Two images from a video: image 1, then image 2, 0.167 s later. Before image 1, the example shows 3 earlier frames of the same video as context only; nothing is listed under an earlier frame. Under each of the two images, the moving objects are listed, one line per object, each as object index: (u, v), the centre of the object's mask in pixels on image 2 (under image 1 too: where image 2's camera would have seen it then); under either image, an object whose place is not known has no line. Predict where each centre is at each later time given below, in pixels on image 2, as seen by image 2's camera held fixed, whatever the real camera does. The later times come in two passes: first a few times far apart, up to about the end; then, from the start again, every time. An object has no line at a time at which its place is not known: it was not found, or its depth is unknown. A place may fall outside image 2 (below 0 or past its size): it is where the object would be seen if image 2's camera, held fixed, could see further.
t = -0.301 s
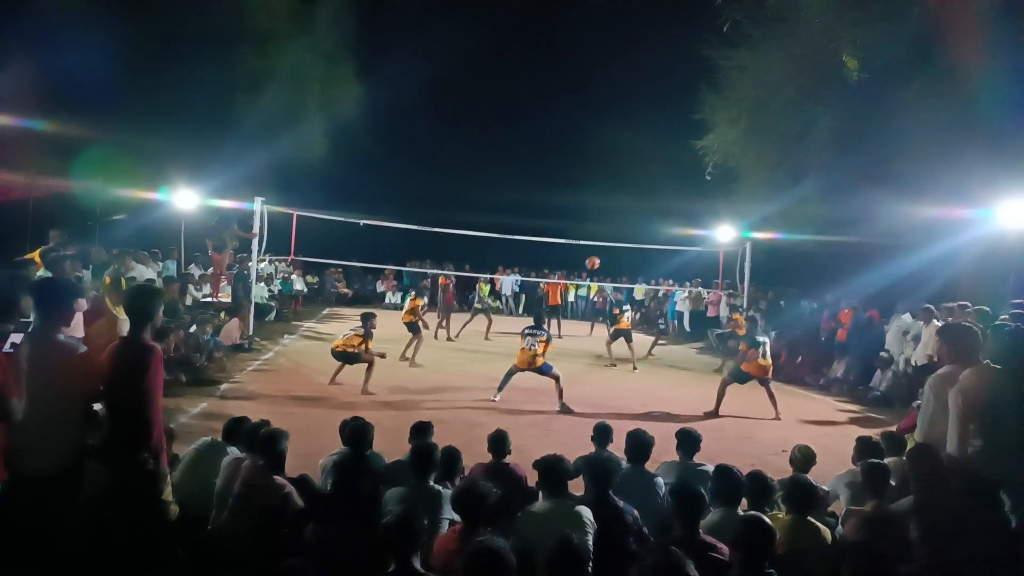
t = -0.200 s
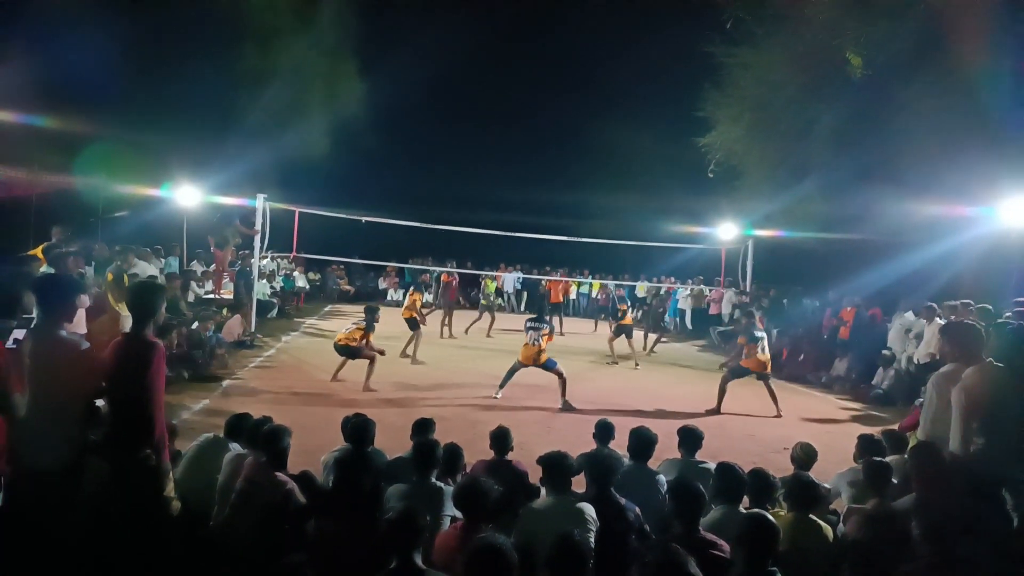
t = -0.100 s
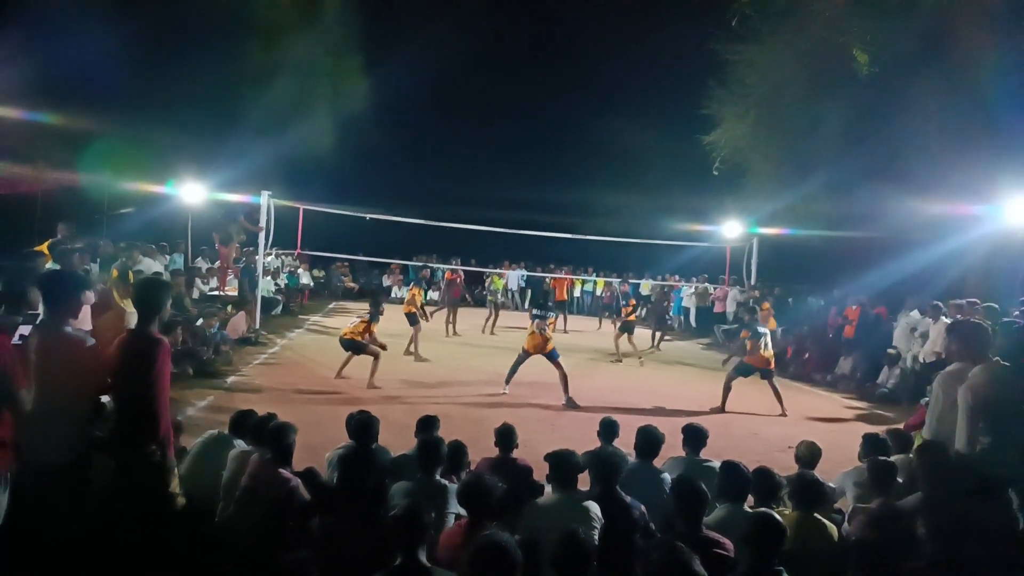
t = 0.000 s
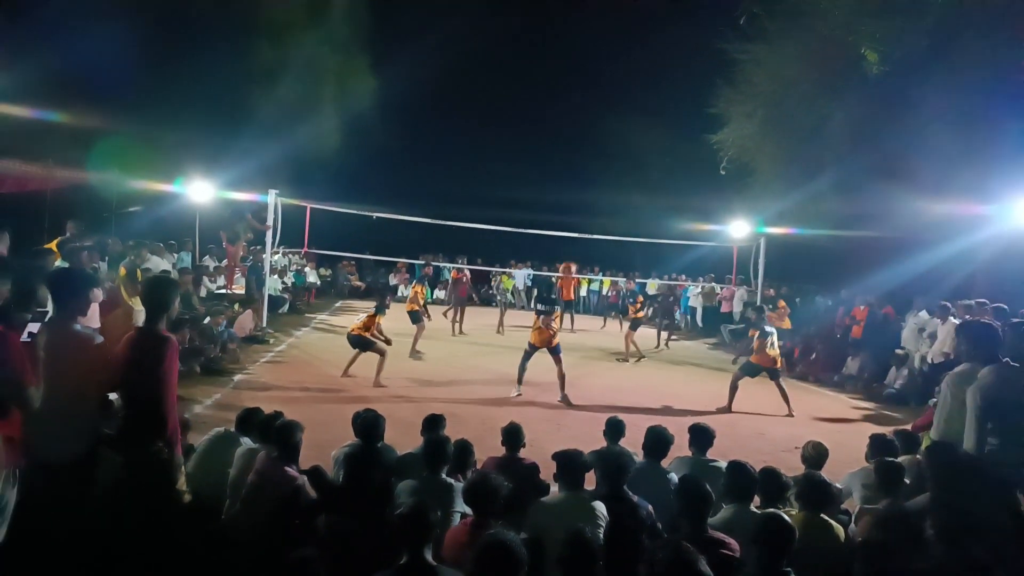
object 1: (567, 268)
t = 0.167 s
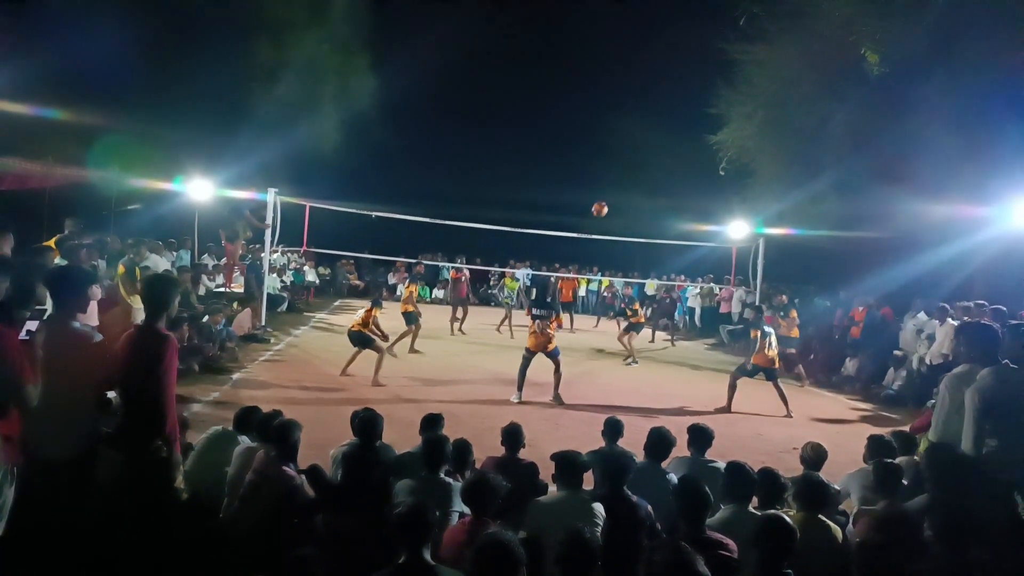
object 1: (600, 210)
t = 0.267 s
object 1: (617, 186)
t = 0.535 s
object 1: (655, 160)
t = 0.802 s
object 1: (683, 177)
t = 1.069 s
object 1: (707, 230)
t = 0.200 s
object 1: (605, 201)
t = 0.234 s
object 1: (611, 193)
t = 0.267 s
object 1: (617, 186)
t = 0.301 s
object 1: (622, 180)
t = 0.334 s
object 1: (627, 175)
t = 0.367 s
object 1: (632, 170)
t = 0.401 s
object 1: (637, 167)
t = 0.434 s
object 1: (642, 164)
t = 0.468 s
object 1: (646, 162)
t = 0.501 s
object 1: (650, 160)
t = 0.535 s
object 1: (655, 160)
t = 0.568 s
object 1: (659, 160)
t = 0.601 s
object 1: (662, 160)
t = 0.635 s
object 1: (666, 162)
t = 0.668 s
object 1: (670, 164)
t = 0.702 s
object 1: (674, 166)
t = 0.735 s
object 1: (677, 169)
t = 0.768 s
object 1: (681, 173)
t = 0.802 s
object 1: (683, 177)
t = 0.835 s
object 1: (687, 182)
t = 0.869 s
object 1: (690, 188)
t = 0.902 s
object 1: (692, 193)
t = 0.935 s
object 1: (695, 200)
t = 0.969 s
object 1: (698, 207)
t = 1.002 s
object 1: (701, 214)
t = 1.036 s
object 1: (703, 221)
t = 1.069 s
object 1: (707, 230)
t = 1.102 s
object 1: (707, 237)
